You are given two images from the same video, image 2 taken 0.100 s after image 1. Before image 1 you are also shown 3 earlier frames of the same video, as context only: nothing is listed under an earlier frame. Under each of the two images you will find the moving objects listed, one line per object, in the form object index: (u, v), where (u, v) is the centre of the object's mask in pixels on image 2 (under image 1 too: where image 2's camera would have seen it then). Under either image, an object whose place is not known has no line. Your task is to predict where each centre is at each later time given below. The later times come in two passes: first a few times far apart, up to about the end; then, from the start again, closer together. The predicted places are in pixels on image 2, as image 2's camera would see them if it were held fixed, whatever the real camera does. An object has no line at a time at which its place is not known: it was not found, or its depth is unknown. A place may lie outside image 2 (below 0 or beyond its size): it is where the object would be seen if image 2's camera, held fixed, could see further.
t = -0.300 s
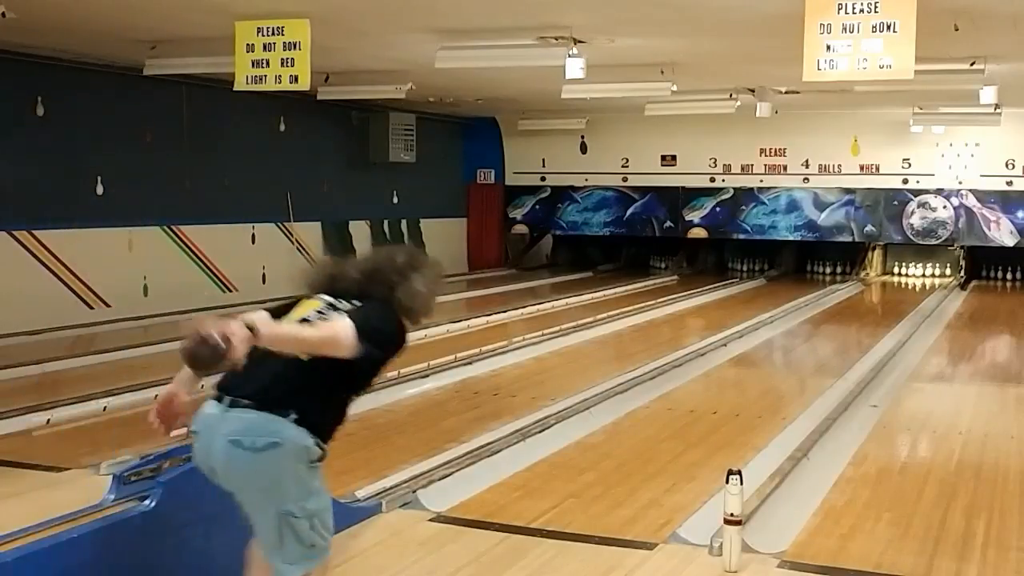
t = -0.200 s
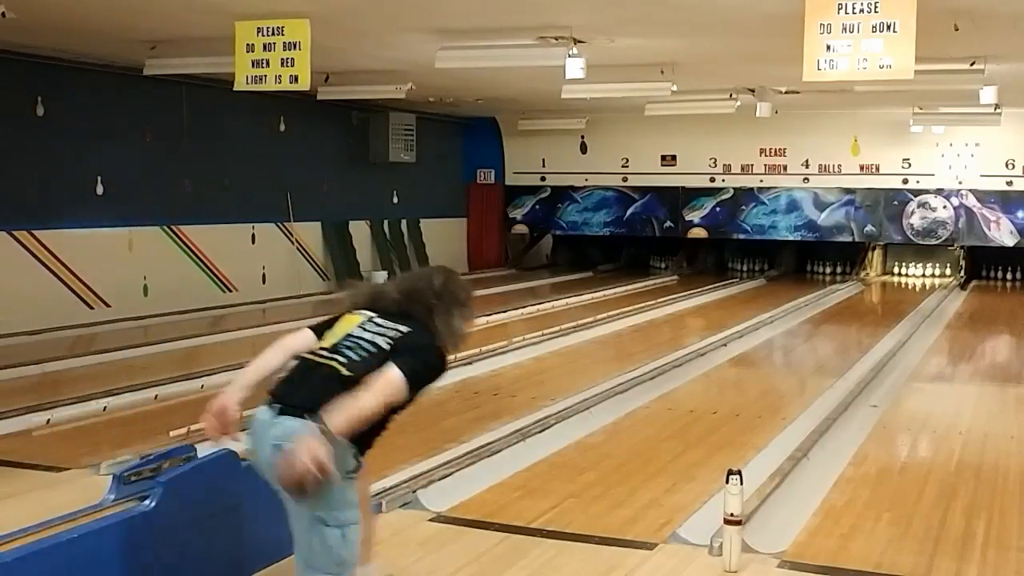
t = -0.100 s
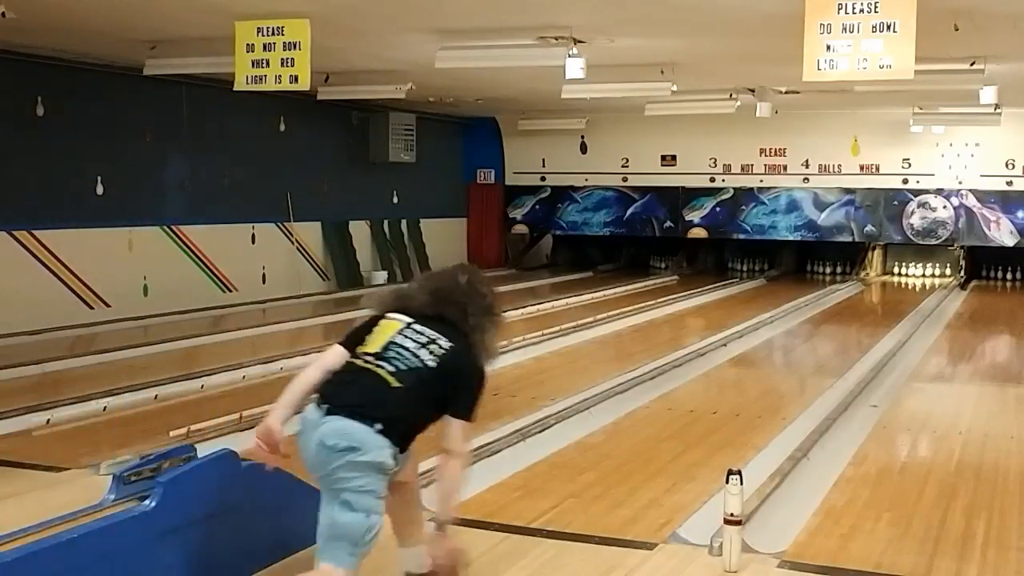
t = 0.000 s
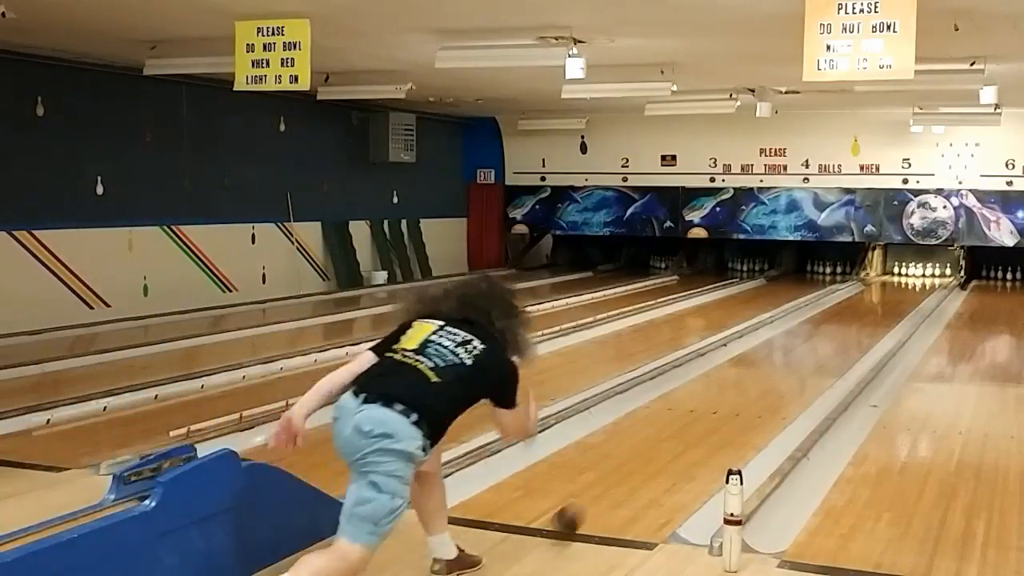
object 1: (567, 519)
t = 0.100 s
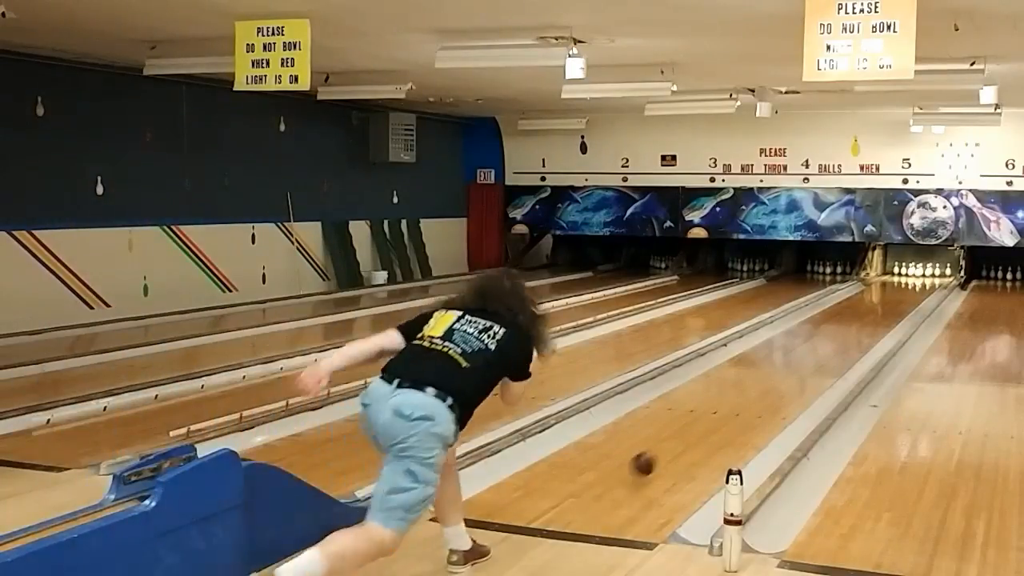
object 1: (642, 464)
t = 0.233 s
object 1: (711, 419)
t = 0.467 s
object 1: (783, 368)
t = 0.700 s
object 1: (826, 336)
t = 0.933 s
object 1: (856, 316)
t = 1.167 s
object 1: (876, 301)
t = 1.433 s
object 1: (892, 288)
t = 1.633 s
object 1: (902, 282)
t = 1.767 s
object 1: (907, 279)
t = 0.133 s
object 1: (662, 454)
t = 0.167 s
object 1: (680, 442)
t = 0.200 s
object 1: (695, 429)
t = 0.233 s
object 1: (711, 419)
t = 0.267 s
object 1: (723, 411)
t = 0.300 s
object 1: (736, 403)
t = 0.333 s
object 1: (746, 394)
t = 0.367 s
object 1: (756, 387)
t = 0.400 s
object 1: (766, 380)
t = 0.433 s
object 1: (775, 374)
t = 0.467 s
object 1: (783, 368)
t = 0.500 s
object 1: (790, 363)
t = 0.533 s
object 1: (797, 358)
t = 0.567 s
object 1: (804, 353)
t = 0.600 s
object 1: (810, 348)
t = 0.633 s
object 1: (816, 344)
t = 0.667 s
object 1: (821, 340)
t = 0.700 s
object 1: (826, 336)
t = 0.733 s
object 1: (831, 333)
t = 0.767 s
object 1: (836, 330)
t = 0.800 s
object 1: (840, 326)
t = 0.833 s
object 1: (844, 324)
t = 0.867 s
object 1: (848, 321)
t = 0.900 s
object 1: (852, 318)
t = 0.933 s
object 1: (856, 316)
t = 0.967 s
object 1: (859, 313)
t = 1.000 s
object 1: (862, 311)
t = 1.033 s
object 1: (865, 309)
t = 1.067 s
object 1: (868, 307)
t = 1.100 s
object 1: (871, 305)
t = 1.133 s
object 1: (874, 302)
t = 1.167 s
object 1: (876, 301)
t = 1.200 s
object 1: (878, 299)
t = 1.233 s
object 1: (880, 298)
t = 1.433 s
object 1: (892, 288)
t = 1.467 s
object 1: (893, 287)
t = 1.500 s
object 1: (897, 286)
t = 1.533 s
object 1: (898, 285)
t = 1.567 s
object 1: (900, 284)
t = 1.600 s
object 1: (901, 283)
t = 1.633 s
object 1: (902, 282)
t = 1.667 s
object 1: (903, 281)
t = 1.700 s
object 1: (904, 280)
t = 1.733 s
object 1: (906, 279)
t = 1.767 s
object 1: (907, 279)
